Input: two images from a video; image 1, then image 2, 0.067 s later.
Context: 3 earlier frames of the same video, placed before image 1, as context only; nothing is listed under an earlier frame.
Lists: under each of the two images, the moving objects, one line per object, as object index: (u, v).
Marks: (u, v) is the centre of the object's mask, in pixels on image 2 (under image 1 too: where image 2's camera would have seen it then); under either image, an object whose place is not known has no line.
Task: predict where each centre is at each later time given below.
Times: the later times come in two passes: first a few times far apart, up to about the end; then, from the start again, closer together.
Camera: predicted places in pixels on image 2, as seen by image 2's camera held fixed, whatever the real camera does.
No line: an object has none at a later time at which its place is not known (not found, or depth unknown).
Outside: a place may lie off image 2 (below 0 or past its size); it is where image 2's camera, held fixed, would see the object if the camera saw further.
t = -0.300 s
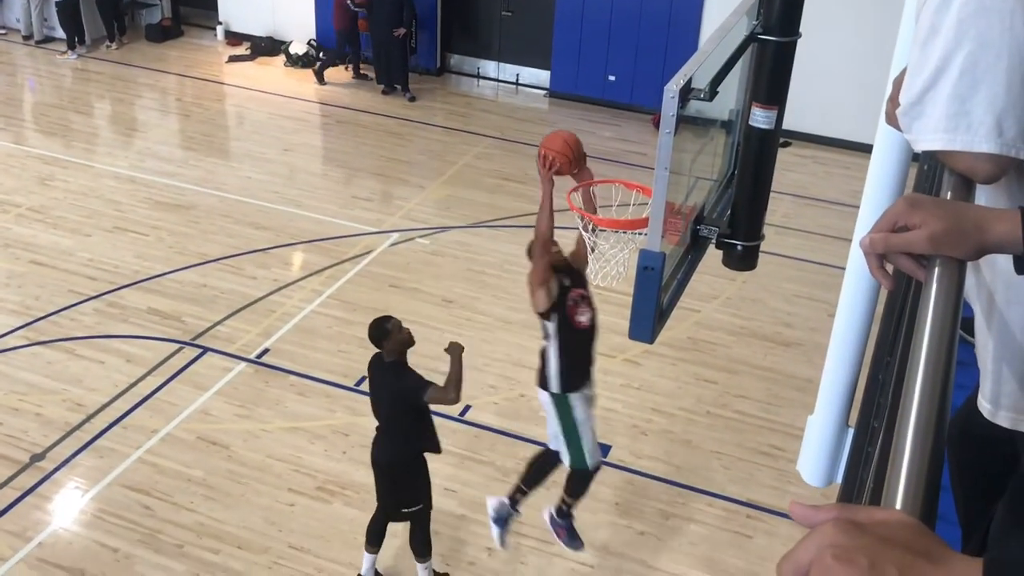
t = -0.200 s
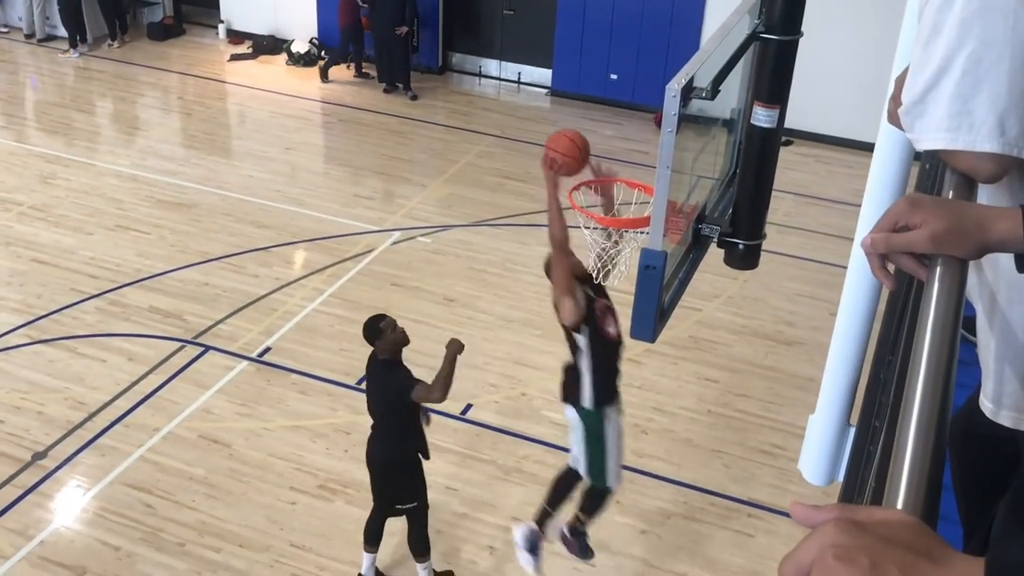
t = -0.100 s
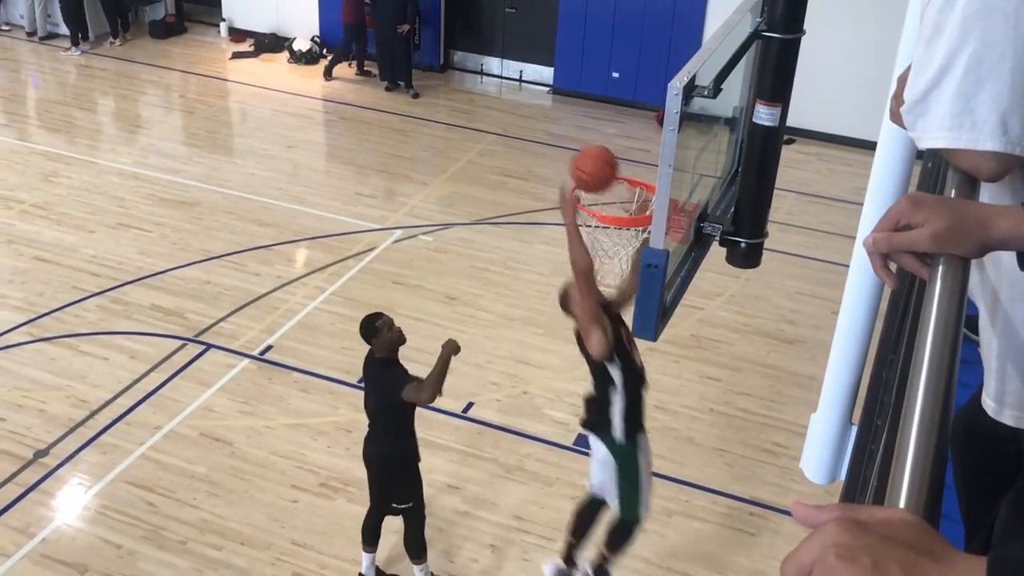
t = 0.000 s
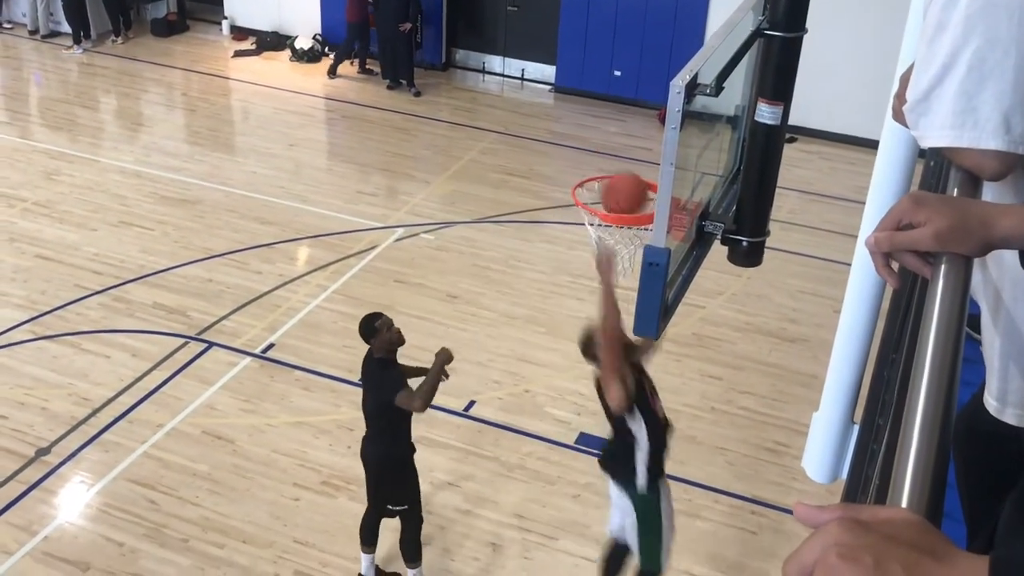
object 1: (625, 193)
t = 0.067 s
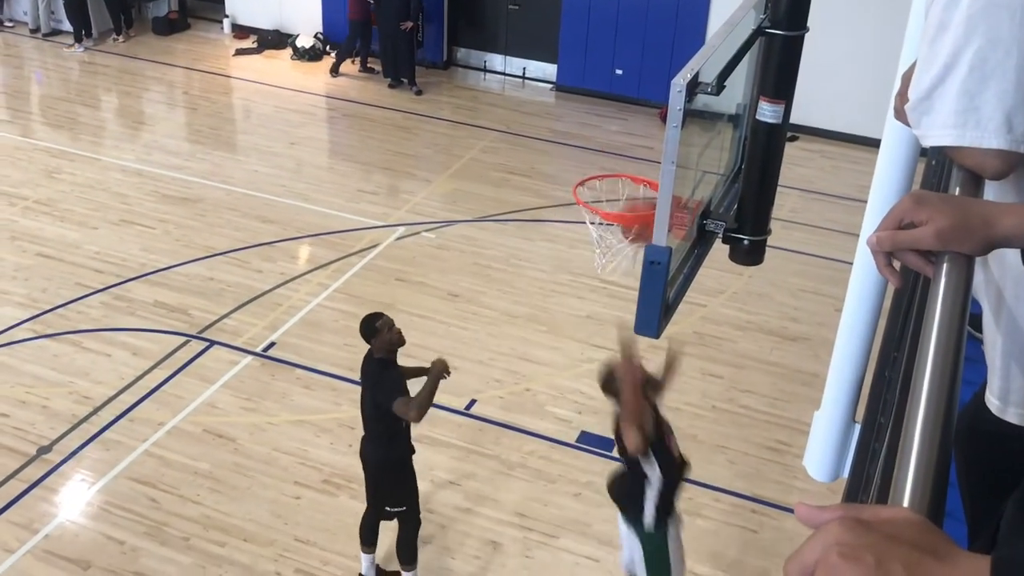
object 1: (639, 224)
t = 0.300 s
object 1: (634, 281)
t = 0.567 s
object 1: (637, 434)
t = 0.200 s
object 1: (640, 247)
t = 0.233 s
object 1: (638, 255)
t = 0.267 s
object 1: (635, 270)
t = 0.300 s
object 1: (634, 281)
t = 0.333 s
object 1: (633, 293)
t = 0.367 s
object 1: (631, 309)
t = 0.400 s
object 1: (643, 335)
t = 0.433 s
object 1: (644, 351)
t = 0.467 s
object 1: (643, 366)
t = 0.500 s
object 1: (641, 388)
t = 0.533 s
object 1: (639, 411)
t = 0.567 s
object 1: (637, 434)
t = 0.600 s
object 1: (634, 460)
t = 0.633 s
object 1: (632, 487)
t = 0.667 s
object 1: (630, 513)
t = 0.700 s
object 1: (627, 543)
